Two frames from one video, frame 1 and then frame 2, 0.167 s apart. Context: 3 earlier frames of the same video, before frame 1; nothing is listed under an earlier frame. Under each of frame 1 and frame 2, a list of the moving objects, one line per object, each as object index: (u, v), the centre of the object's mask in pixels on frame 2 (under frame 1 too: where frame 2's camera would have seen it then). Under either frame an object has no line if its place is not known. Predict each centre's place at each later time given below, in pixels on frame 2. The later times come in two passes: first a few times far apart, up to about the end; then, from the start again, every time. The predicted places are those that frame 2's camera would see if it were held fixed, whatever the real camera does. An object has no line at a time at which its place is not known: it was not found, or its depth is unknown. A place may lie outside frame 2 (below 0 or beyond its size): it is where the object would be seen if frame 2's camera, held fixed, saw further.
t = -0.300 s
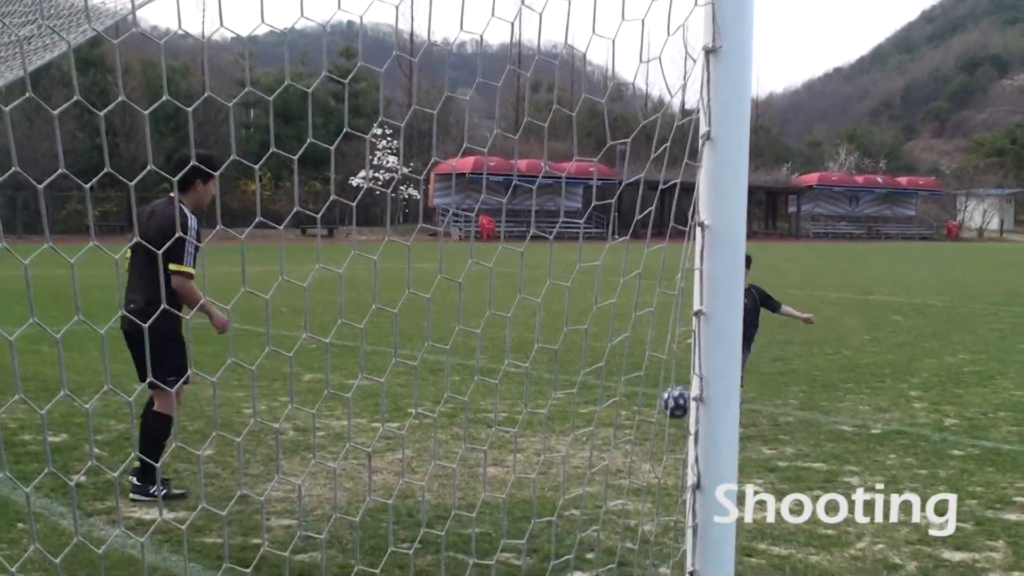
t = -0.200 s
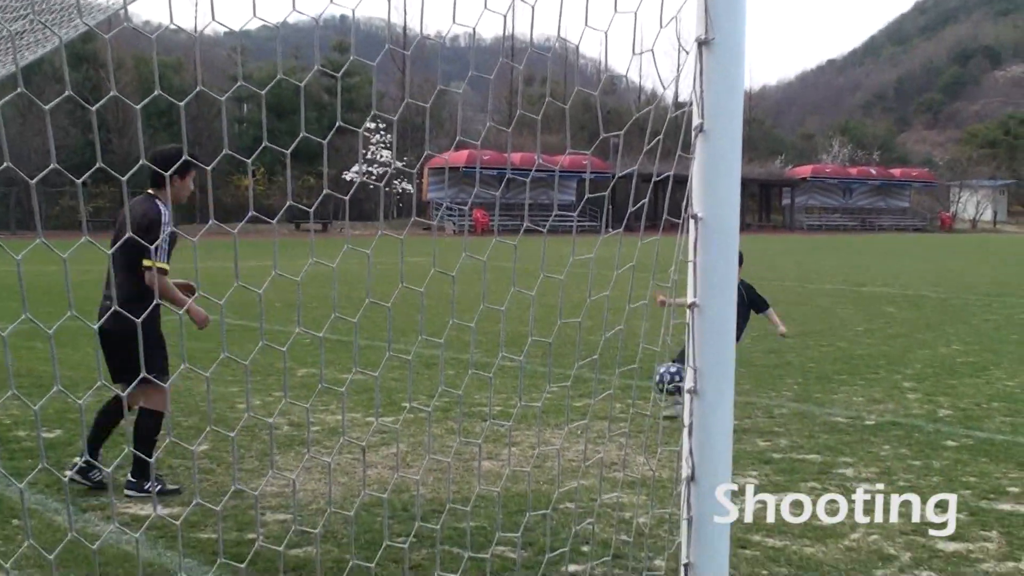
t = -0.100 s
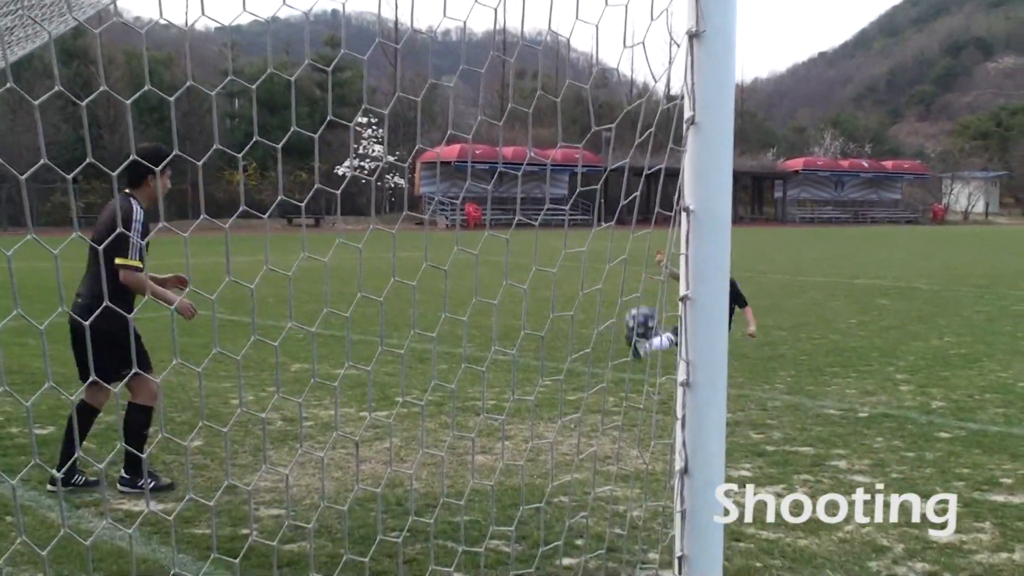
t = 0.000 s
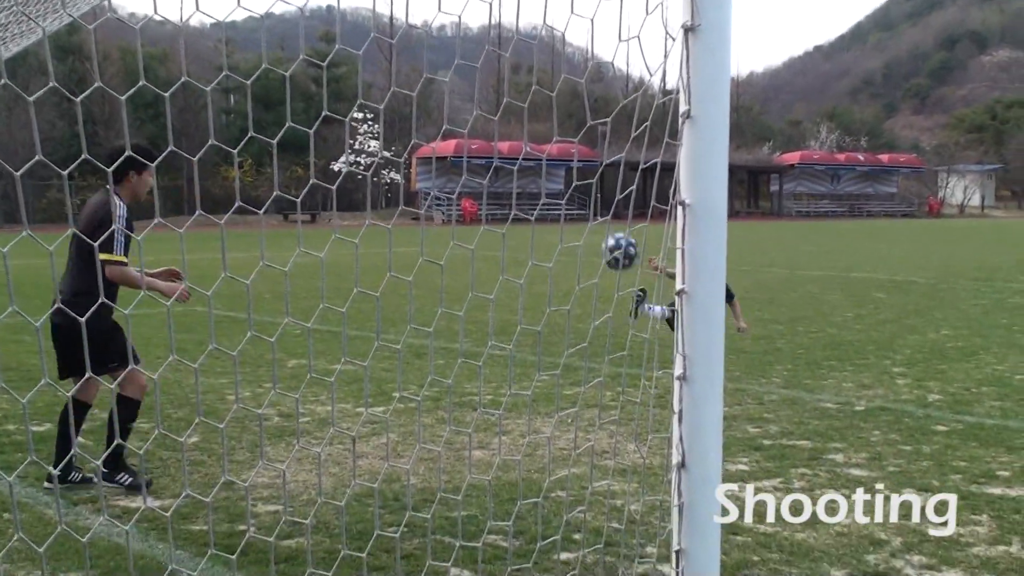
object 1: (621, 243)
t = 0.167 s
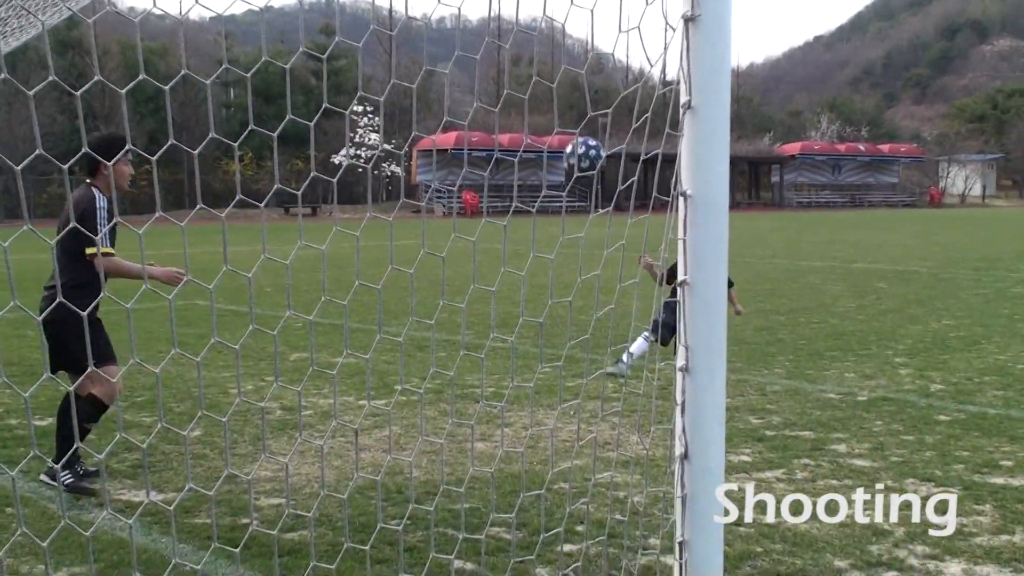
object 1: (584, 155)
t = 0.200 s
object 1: (576, 143)
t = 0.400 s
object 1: (517, 111)
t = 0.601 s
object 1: (438, 186)
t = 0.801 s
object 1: (328, 448)
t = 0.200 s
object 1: (576, 143)
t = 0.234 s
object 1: (567, 134)
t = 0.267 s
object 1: (558, 125)
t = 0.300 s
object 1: (548, 118)
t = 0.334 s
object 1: (538, 113)
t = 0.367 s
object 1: (528, 111)
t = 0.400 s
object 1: (517, 111)
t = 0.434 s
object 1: (506, 115)
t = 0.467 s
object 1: (494, 122)
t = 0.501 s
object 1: (480, 133)
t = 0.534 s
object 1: (467, 145)
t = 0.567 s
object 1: (454, 162)
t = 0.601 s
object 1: (438, 186)
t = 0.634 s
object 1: (423, 214)
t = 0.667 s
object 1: (406, 246)
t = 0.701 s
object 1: (389, 285)
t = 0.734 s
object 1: (370, 331)
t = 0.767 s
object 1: (350, 385)
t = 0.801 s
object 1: (328, 448)
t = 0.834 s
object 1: (304, 517)
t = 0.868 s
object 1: (281, 570)
